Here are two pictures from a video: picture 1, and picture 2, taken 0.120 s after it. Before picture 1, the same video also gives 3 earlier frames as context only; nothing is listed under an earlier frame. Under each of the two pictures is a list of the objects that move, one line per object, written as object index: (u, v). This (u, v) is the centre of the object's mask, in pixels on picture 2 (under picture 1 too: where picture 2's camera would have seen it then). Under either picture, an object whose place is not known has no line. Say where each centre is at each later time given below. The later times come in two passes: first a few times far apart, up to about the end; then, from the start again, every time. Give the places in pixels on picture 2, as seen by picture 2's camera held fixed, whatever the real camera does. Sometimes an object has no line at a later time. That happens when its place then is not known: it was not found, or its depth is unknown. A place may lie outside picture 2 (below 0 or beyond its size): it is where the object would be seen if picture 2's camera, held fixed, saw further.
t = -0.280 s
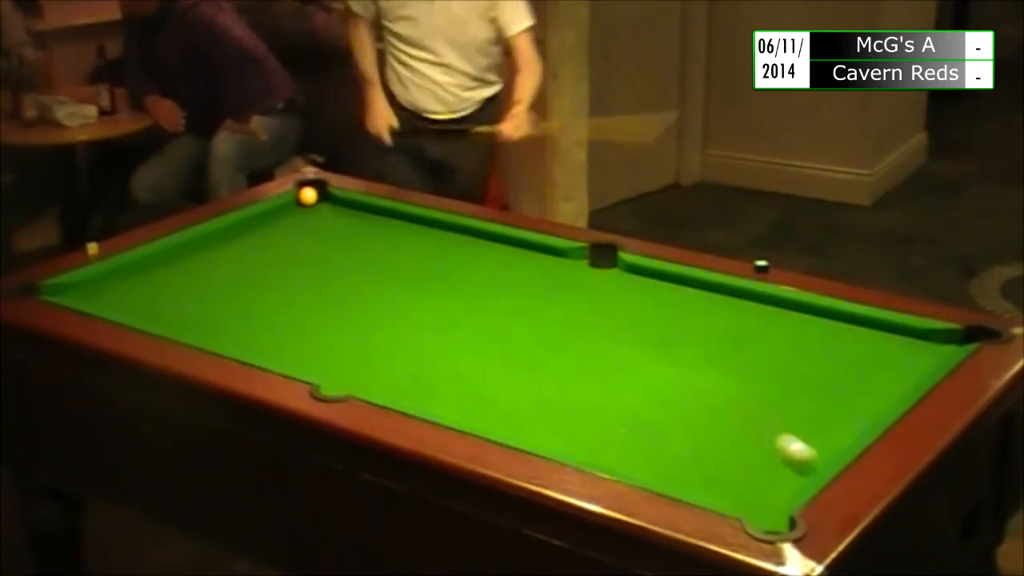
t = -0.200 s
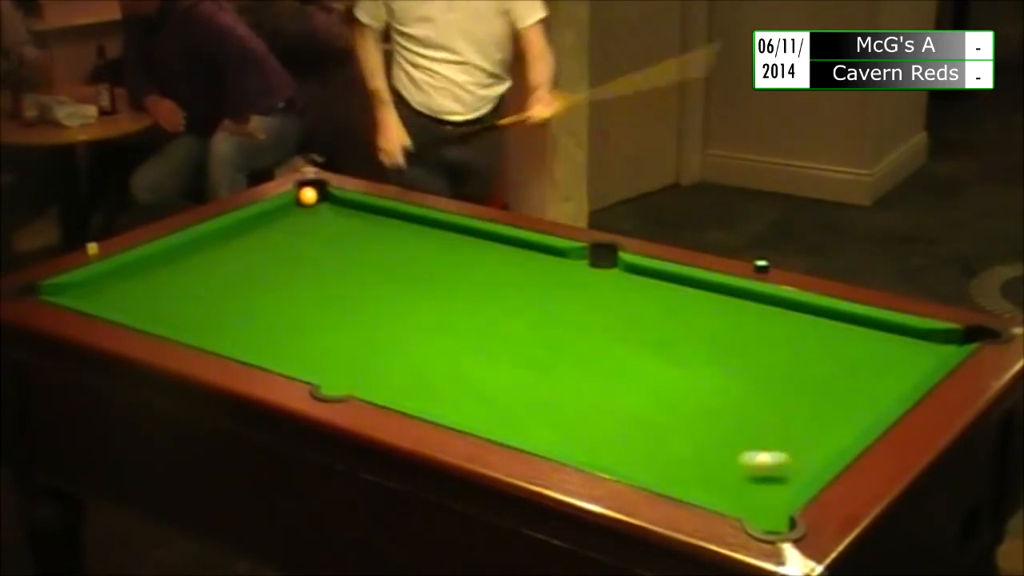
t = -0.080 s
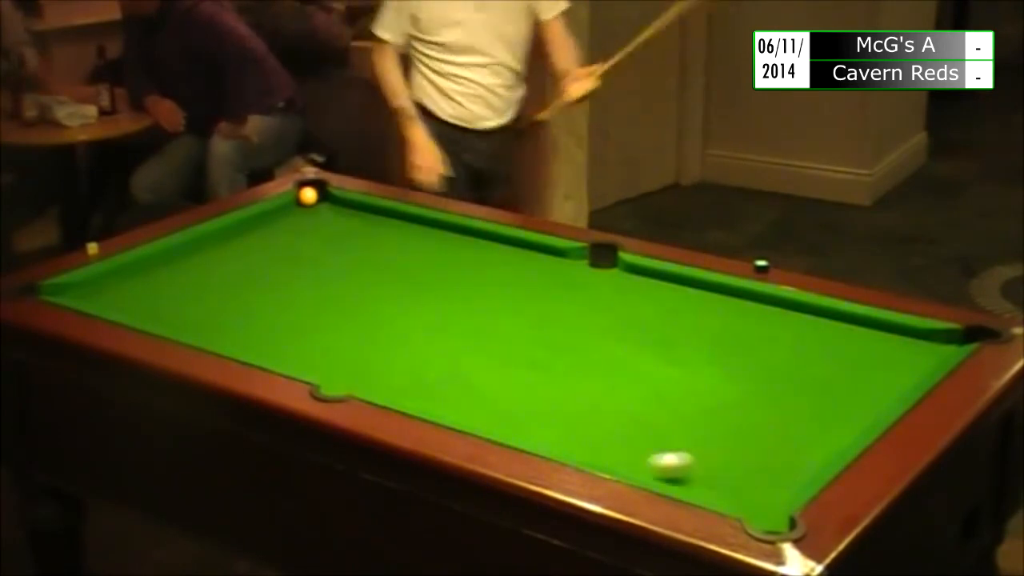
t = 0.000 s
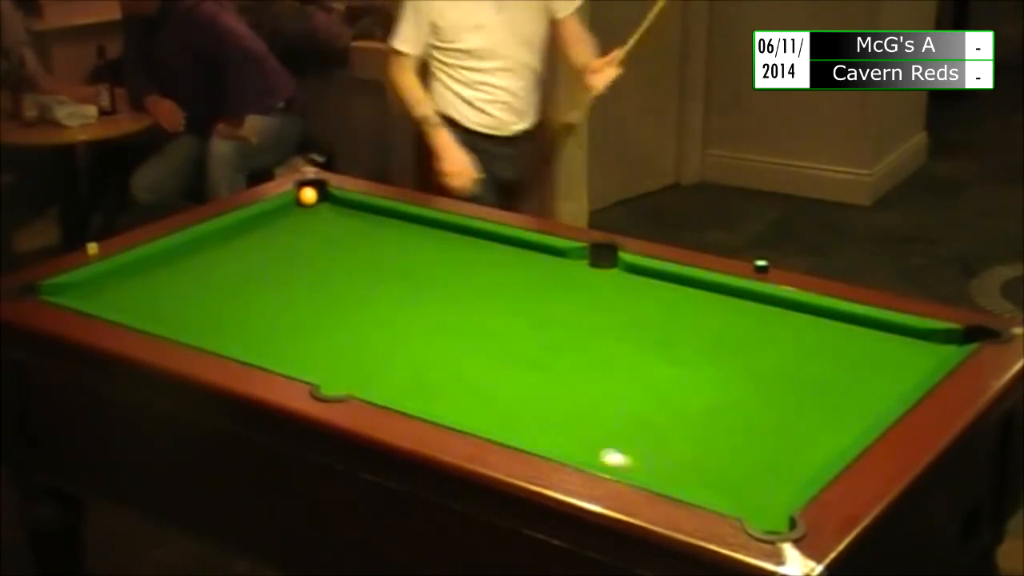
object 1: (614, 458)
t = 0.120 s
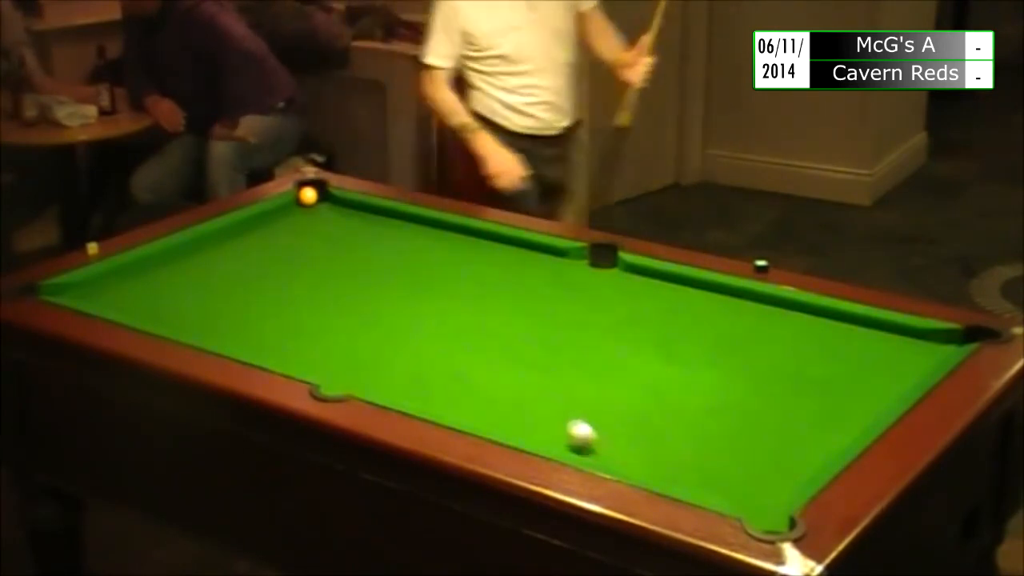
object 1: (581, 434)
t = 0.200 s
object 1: (560, 417)
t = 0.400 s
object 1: (512, 376)
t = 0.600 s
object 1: (472, 341)
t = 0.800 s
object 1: (437, 309)
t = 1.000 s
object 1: (406, 280)
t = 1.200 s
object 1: (379, 256)
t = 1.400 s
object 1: (355, 234)
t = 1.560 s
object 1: (338, 218)
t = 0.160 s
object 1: (570, 426)
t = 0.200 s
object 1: (560, 417)
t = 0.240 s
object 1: (550, 409)
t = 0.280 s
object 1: (540, 399)
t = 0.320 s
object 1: (531, 391)
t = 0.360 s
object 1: (521, 384)
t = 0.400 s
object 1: (512, 376)
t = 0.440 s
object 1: (504, 369)
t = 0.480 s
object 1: (496, 361)
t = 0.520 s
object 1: (488, 354)
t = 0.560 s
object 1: (480, 347)
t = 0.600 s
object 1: (472, 341)
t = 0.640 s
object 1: (465, 334)
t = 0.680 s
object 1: (457, 327)
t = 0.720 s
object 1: (450, 321)
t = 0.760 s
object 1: (443, 315)
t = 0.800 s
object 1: (437, 309)
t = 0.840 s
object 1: (430, 303)
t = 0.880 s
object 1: (424, 297)
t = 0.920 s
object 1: (418, 292)
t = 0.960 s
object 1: (412, 286)
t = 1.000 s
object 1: (406, 280)
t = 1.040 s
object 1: (400, 276)
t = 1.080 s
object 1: (395, 271)
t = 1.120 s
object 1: (389, 266)
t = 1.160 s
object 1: (384, 261)
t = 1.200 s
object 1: (379, 256)
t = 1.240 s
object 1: (374, 252)
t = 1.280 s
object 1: (369, 247)
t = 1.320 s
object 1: (364, 242)
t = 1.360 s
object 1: (359, 238)
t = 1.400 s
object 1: (355, 234)
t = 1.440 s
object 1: (350, 230)
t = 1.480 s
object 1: (346, 226)
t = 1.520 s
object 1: (342, 222)
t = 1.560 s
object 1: (338, 218)
